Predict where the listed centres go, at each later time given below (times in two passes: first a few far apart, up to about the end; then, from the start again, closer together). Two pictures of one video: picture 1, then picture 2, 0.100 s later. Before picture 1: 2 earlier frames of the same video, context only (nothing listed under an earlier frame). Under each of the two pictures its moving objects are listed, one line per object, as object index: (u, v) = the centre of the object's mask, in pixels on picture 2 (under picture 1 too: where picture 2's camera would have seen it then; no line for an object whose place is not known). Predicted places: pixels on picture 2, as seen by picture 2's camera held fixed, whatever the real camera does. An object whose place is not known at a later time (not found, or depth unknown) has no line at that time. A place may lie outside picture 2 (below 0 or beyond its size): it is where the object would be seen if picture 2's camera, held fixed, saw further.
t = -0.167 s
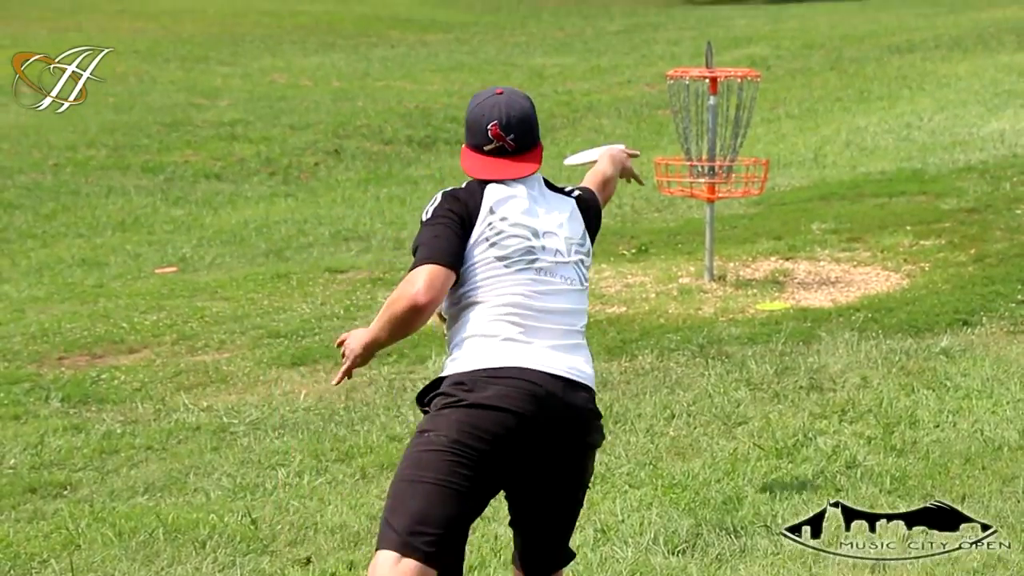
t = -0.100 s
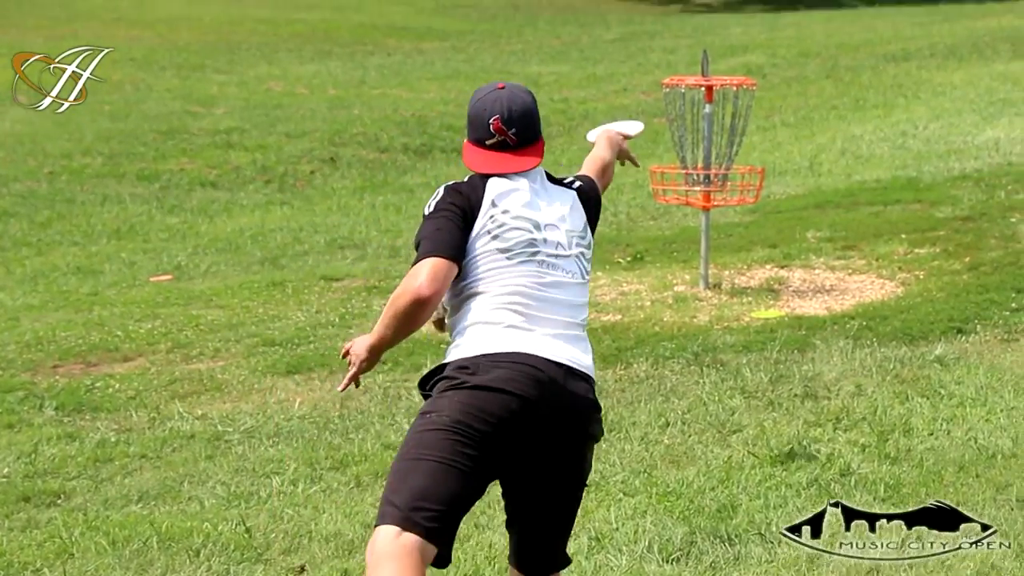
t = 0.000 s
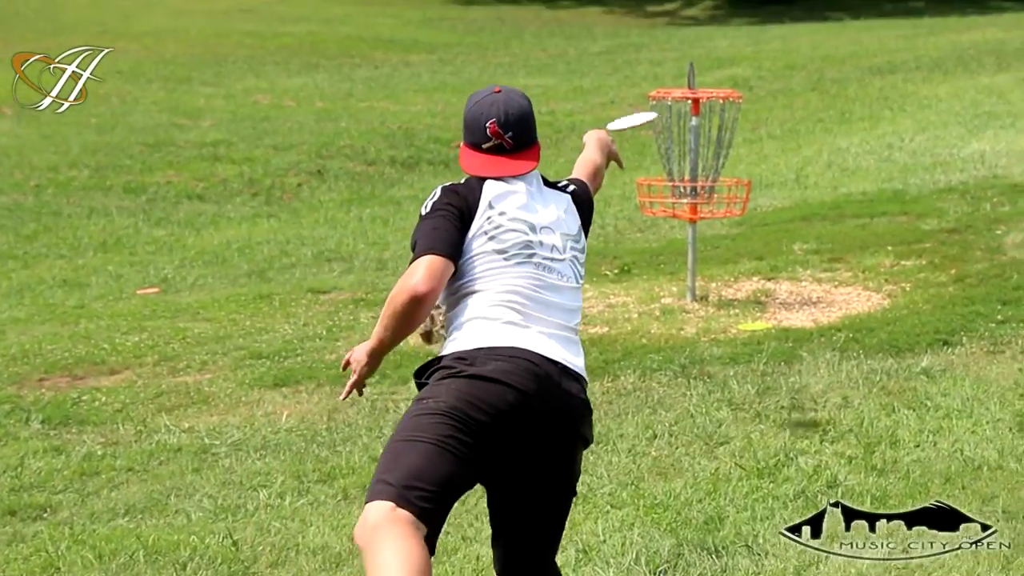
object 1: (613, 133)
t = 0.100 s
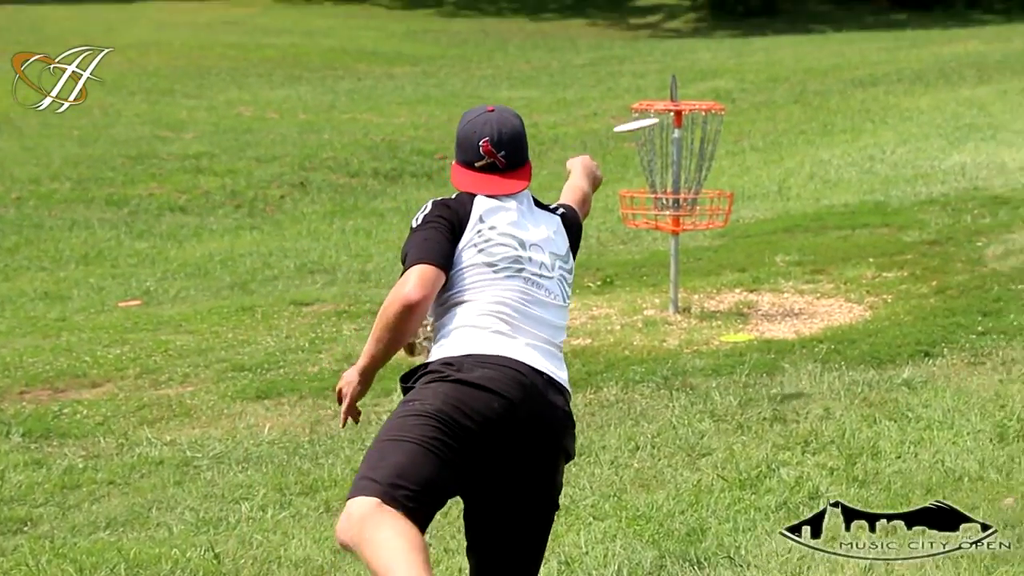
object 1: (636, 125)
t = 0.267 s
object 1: (657, 123)
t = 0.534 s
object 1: (658, 155)
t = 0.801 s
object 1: (663, 184)
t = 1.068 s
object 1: (660, 211)
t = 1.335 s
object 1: (653, 219)
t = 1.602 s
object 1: (653, 220)
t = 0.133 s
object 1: (641, 124)
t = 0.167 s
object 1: (646, 124)
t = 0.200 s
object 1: (650, 123)
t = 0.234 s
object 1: (654, 123)
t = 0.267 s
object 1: (657, 123)
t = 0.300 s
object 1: (658, 124)
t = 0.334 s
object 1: (660, 126)
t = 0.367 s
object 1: (662, 129)
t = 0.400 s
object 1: (663, 133)
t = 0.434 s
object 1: (664, 137)
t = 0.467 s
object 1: (663, 143)
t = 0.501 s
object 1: (661, 149)
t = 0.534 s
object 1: (658, 155)
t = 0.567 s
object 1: (657, 161)
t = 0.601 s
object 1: (657, 165)
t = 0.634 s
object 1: (658, 167)
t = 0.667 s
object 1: (658, 170)
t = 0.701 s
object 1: (660, 172)
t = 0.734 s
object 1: (663, 173)
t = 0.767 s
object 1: (662, 179)
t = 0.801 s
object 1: (663, 184)
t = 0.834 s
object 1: (666, 187)
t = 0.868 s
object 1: (667, 188)
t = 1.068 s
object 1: (660, 211)
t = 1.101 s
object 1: (660, 212)
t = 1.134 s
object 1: (658, 214)
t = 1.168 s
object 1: (657, 214)
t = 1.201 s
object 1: (655, 216)
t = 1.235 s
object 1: (657, 220)
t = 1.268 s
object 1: (652, 220)
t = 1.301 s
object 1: (653, 219)
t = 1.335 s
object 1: (653, 219)
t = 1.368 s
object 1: (654, 219)
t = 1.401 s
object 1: (652, 220)
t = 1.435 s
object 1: (652, 220)
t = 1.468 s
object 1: (653, 220)
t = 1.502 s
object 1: (653, 220)
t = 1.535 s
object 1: (653, 220)
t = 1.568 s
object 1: (653, 220)
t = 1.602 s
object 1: (653, 220)
